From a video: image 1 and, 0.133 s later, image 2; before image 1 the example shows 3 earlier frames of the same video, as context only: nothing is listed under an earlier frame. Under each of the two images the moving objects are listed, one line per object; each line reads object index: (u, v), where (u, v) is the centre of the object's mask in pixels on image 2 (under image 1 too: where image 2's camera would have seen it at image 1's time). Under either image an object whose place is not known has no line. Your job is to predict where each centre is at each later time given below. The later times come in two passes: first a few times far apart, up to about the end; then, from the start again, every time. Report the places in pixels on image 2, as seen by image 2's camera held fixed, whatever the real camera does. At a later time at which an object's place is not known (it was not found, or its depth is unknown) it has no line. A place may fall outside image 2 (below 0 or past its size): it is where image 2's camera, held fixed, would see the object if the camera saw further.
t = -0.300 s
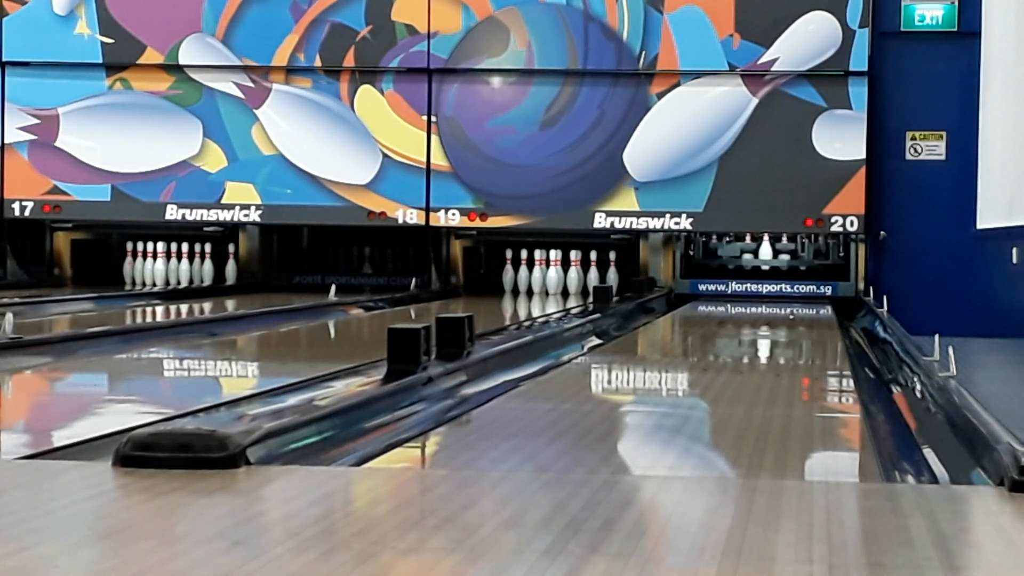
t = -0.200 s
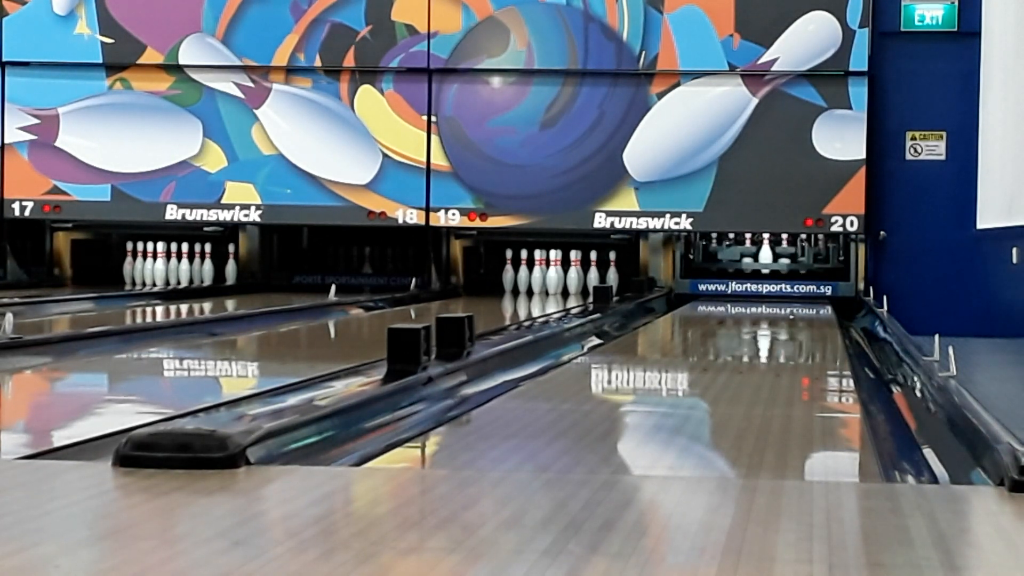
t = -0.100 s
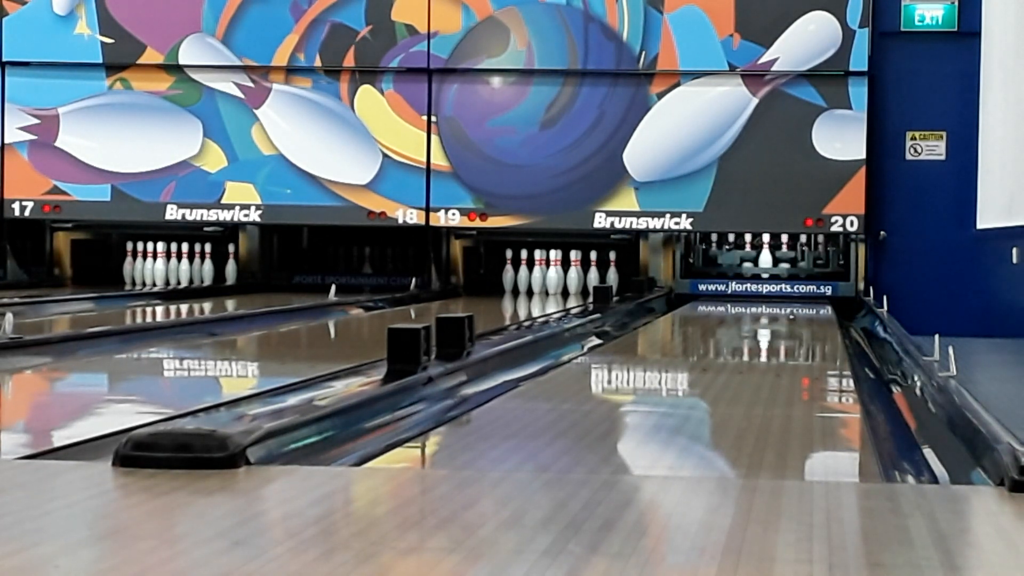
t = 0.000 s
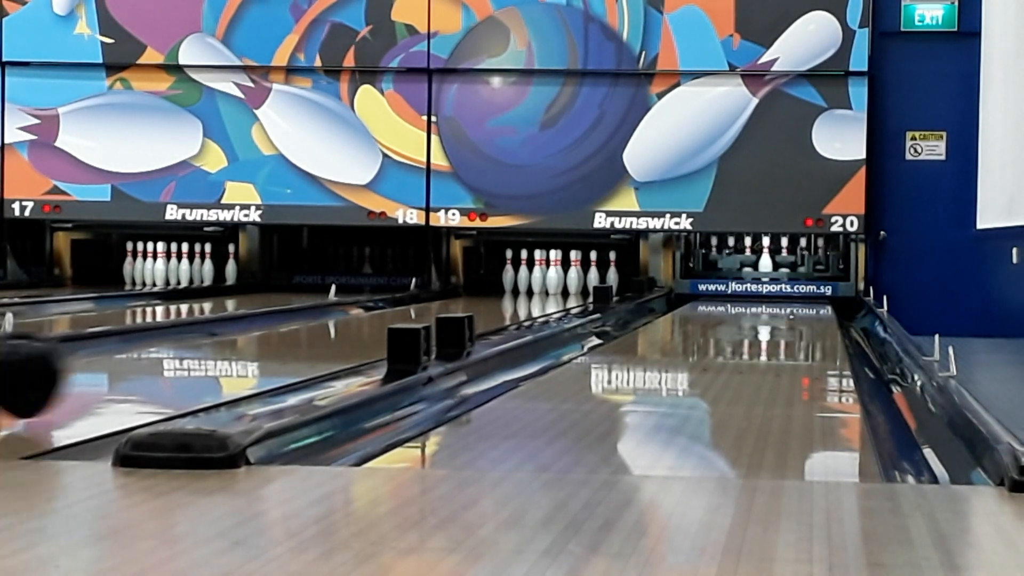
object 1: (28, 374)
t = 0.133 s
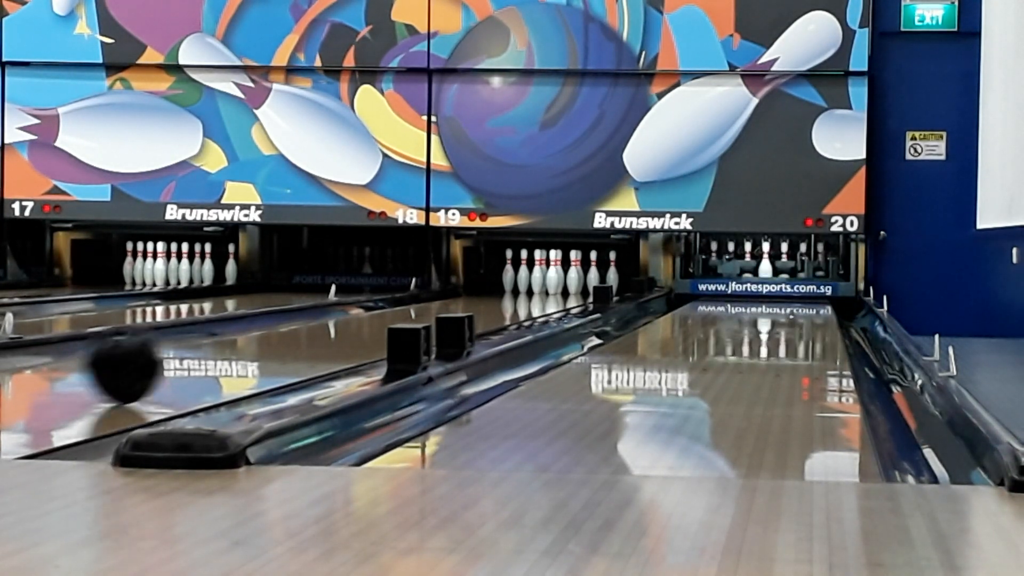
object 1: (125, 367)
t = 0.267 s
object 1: (205, 353)
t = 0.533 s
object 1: (320, 332)
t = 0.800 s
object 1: (397, 312)
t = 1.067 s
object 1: (453, 303)
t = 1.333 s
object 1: (492, 303)
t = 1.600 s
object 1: (520, 298)
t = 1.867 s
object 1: (540, 293)
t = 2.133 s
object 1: (551, 289)
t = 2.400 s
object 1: (556, 286)
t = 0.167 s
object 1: (145, 361)
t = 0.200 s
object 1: (167, 360)
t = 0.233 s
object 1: (186, 354)
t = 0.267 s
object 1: (205, 353)
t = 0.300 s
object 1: (222, 349)
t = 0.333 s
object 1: (238, 346)
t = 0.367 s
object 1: (253, 343)
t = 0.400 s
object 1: (269, 341)
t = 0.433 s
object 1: (283, 339)
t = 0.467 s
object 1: (295, 337)
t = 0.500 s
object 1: (307, 334)
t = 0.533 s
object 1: (320, 332)
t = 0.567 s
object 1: (331, 329)
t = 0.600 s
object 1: (342, 328)
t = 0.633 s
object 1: (352, 327)
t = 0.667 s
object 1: (361, 325)
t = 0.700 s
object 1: (370, 323)
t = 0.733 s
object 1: (380, 319)
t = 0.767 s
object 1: (387, 316)
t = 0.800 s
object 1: (397, 312)
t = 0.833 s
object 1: (406, 310)
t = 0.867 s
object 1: (414, 309)
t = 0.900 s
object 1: (420, 308)
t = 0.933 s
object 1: (426, 307)
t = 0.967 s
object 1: (432, 307)
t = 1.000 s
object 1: (438, 305)
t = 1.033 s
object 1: (446, 304)
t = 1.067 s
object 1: (453, 303)
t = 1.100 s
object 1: (459, 303)
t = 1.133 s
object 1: (466, 303)
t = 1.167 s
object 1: (471, 304)
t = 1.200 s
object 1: (475, 304)
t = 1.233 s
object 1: (480, 304)
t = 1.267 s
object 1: (484, 304)
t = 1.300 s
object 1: (488, 304)
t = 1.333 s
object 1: (492, 303)
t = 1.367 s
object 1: (497, 302)
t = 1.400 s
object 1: (500, 301)
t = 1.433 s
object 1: (504, 301)
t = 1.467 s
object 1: (507, 300)
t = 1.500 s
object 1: (511, 299)
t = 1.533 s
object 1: (514, 299)
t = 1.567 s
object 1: (517, 298)
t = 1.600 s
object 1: (520, 298)
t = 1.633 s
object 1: (523, 297)
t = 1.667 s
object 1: (526, 296)
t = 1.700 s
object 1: (529, 295)
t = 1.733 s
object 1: (531, 295)
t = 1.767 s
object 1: (533, 294)
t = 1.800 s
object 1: (535, 294)
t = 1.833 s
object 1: (538, 293)
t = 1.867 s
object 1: (540, 293)
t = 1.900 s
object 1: (541, 292)
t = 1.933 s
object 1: (543, 292)
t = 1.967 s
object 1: (544, 291)
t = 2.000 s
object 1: (546, 291)
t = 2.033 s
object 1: (548, 290)
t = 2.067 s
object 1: (549, 290)
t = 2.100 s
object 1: (550, 289)
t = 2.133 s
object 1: (551, 289)
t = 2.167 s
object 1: (552, 289)
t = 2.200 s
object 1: (553, 288)
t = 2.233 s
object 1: (553, 288)
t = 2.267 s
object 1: (554, 287)
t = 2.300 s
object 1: (554, 287)
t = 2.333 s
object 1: (555, 287)
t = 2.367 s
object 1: (556, 286)
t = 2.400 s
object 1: (556, 286)
